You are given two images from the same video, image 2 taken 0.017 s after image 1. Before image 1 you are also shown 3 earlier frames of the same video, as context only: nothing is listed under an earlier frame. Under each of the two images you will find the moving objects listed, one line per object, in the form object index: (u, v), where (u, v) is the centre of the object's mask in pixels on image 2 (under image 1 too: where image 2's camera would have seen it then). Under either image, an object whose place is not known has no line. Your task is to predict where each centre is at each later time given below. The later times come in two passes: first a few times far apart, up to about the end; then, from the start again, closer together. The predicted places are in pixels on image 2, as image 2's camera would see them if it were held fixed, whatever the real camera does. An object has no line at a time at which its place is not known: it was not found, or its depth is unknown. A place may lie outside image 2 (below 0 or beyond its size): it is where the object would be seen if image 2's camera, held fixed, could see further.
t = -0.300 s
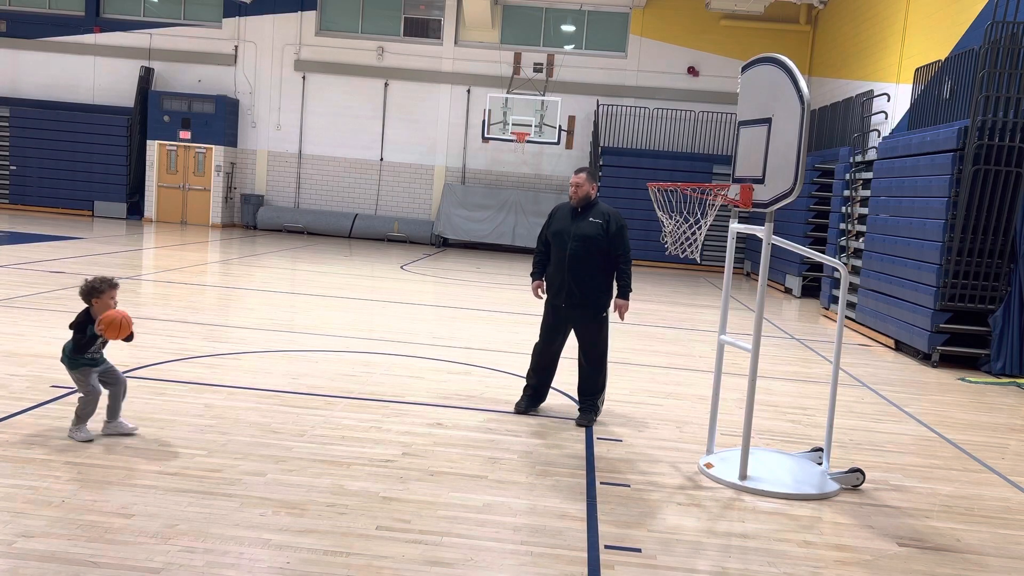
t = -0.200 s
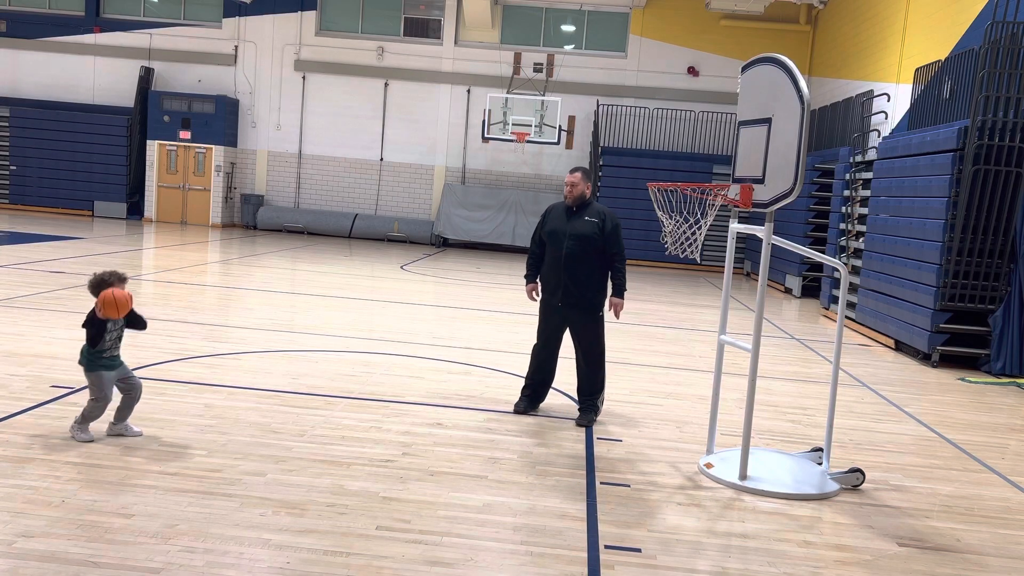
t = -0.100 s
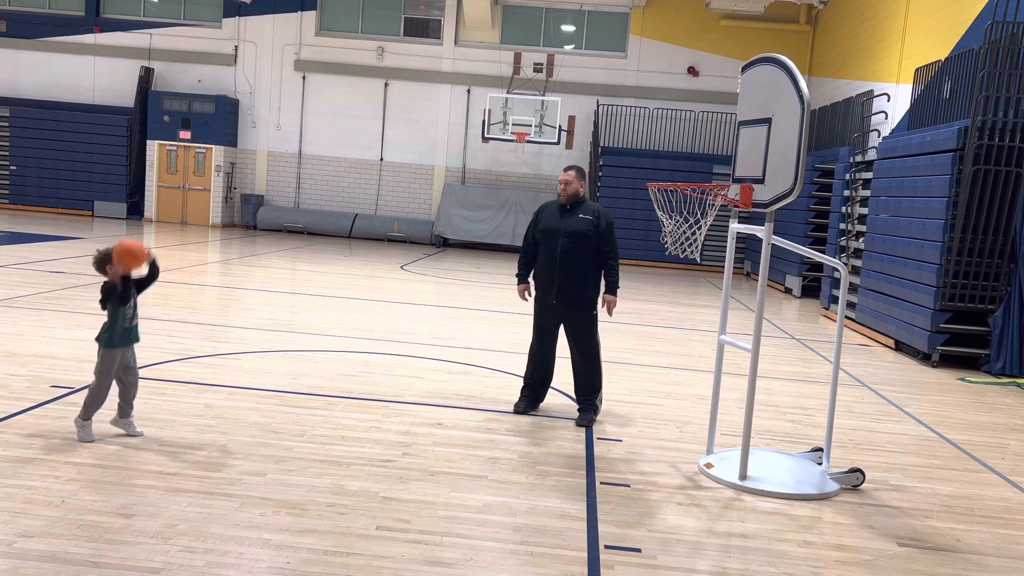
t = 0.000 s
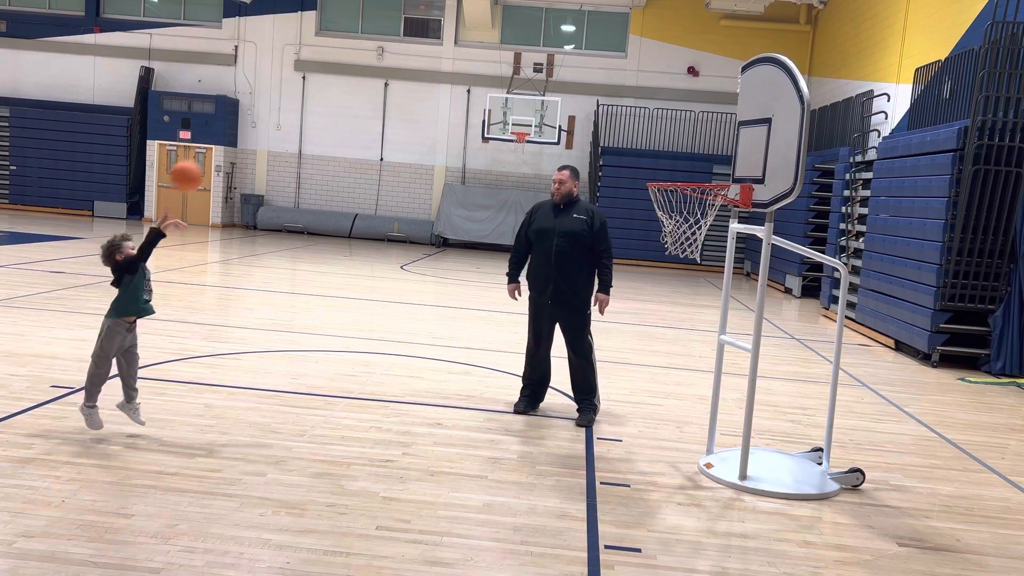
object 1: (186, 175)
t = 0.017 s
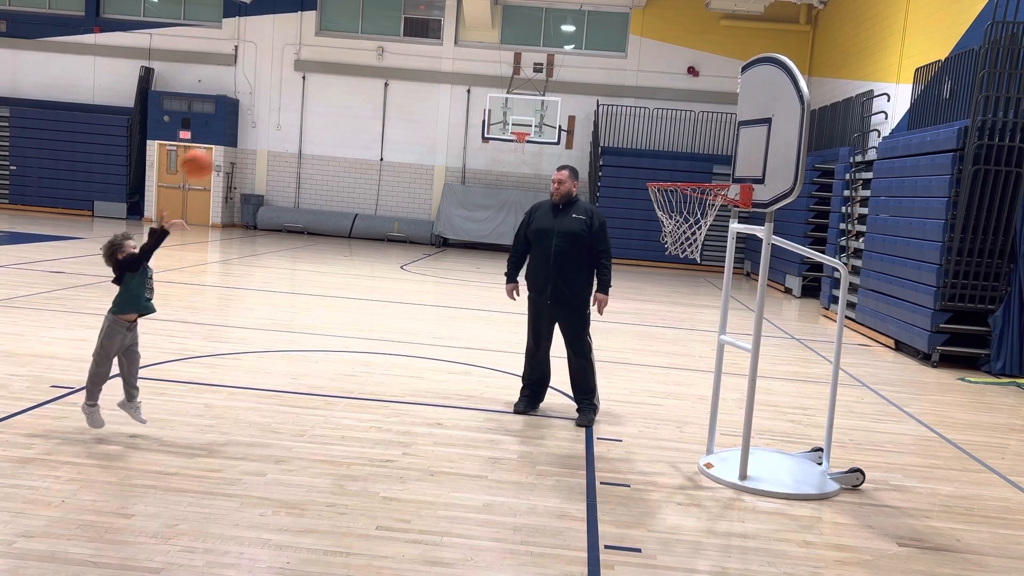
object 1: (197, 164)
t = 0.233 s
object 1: (339, 56)
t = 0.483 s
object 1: (489, 34)
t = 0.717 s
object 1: (615, 109)
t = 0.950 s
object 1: (717, 256)
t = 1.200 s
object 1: (781, 279)
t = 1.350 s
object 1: (818, 246)
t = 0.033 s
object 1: (209, 152)
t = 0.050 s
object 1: (220, 141)
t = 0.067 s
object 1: (230, 131)
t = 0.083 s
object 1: (241, 122)
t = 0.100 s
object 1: (253, 113)
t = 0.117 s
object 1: (264, 104)
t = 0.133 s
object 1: (275, 95)
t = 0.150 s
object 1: (285, 87)
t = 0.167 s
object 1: (296, 80)
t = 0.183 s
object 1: (307, 73)
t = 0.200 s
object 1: (317, 67)
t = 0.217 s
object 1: (328, 61)
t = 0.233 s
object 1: (339, 56)
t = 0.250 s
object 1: (349, 50)
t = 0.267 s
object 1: (359, 45)
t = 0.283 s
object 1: (369, 42)
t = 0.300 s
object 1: (380, 38)
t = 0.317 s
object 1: (390, 35)
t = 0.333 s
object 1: (400, 33)
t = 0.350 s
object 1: (410, 31)
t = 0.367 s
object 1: (420, 30)
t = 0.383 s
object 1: (430, 29)
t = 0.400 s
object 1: (440, 29)
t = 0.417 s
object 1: (450, 29)
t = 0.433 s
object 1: (460, 29)
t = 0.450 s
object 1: (470, 31)
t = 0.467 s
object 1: (479, 32)
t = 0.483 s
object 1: (489, 34)
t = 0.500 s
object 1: (499, 36)
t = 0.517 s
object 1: (508, 39)
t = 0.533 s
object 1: (517, 42)
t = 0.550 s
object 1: (527, 46)
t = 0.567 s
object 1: (535, 50)
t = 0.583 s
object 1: (545, 55)
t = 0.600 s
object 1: (555, 60)
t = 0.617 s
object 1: (564, 66)
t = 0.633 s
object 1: (573, 72)
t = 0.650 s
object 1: (581, 79)
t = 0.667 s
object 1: (590, 86)
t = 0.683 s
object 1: (598, 93)
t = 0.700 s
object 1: (606, 100)
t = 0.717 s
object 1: (615, 109)
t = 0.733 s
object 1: (624, 118)
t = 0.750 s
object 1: (632, 127)
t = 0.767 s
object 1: (640, 138)
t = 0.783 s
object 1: (648, 148)
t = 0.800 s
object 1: (656, 158)
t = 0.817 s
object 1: (664, 168)
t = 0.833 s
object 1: (672, 178)
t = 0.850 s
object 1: (679, 192)
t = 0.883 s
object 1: (694, 216)
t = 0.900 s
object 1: (702, 228)
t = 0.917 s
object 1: (708, 238)
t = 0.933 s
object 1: (713, 247)
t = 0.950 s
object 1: (717, 256)
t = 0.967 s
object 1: (722, 264)
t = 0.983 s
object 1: (726, 275)
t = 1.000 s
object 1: (730, 285)
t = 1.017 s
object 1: (734, 295)
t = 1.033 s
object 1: (738, 305)
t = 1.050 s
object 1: (741, 318)
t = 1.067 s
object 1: (743, 329)
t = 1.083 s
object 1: (745, 328)
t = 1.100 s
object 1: (752, 319)
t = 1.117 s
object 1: (750, 310)
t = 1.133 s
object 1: (765, 304)
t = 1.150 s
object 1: (773, 297)
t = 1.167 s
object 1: (776, 290)
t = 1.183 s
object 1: (779, 284)
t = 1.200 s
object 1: (781, 279)
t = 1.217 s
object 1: (786, 273)
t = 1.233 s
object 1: (790, 268)
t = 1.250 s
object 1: (794, 264)
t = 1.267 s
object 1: (798, 260)
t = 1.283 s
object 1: (802, 257)
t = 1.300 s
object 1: (806, 254)
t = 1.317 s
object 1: (810, 251)
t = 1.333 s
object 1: (814, 249)
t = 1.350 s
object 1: (818, 246)
